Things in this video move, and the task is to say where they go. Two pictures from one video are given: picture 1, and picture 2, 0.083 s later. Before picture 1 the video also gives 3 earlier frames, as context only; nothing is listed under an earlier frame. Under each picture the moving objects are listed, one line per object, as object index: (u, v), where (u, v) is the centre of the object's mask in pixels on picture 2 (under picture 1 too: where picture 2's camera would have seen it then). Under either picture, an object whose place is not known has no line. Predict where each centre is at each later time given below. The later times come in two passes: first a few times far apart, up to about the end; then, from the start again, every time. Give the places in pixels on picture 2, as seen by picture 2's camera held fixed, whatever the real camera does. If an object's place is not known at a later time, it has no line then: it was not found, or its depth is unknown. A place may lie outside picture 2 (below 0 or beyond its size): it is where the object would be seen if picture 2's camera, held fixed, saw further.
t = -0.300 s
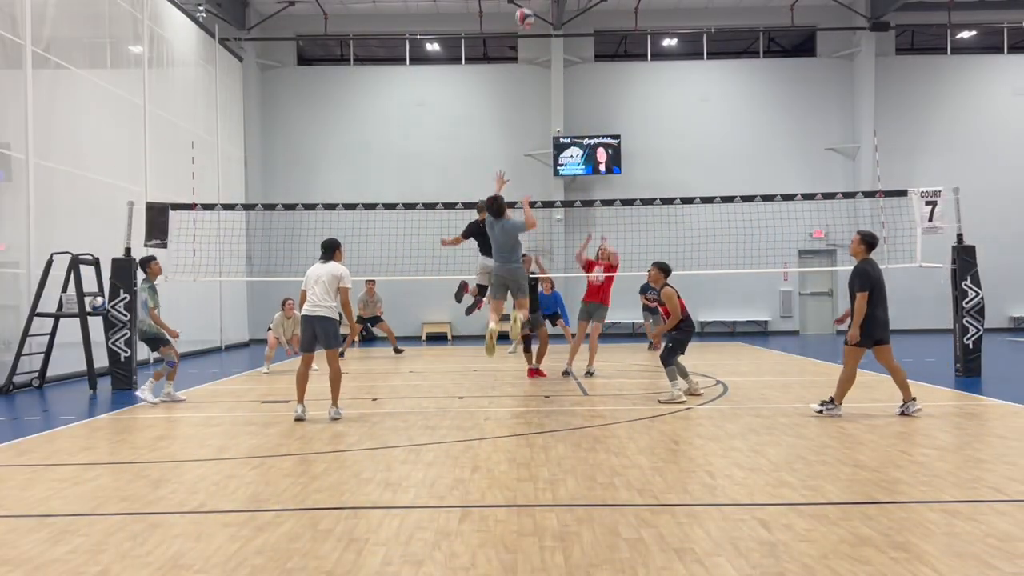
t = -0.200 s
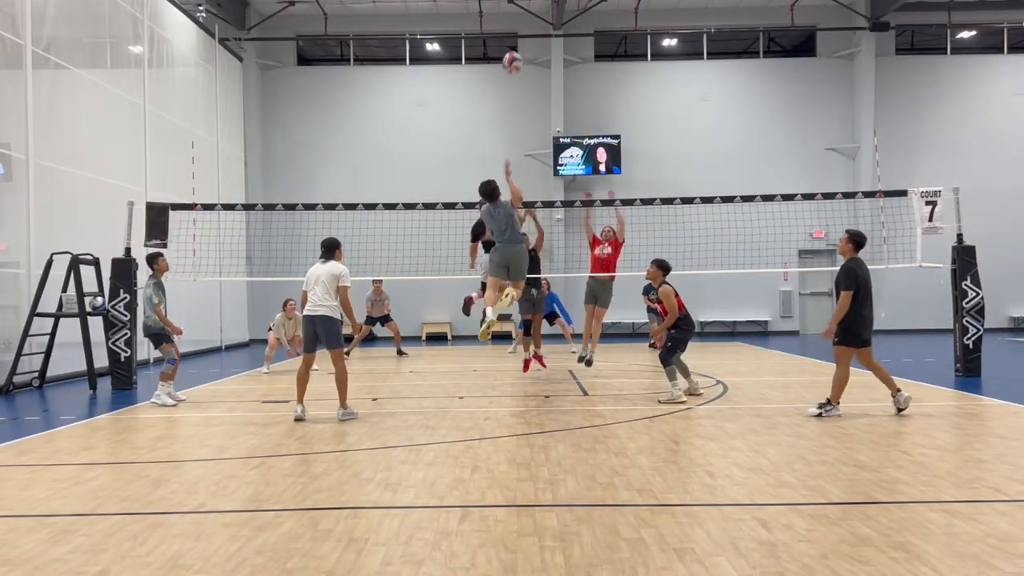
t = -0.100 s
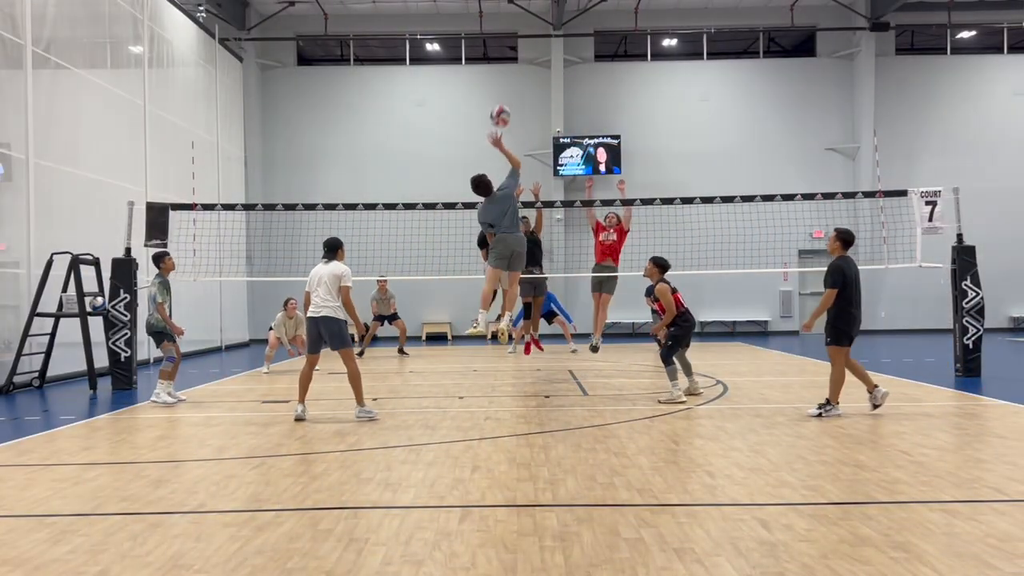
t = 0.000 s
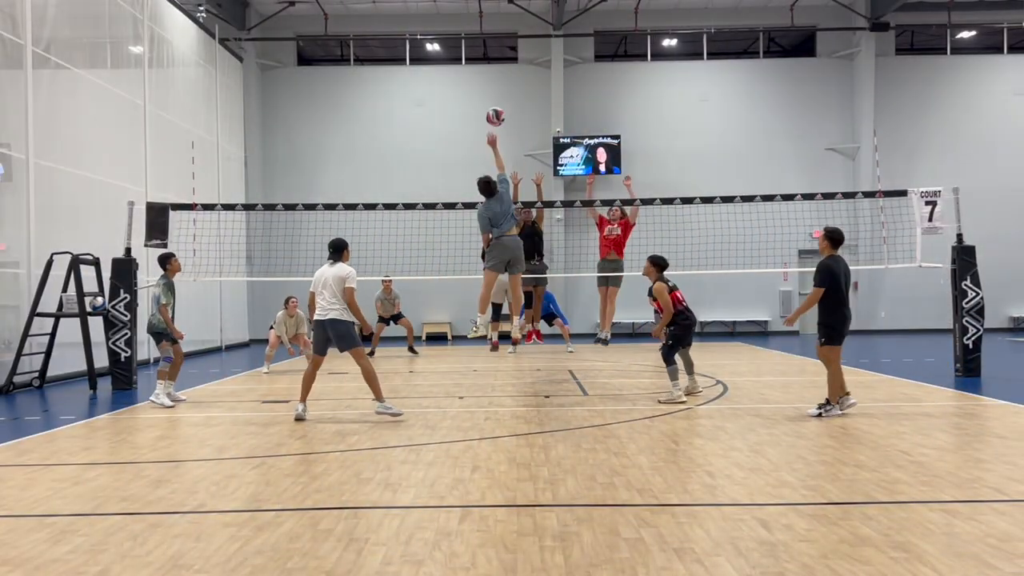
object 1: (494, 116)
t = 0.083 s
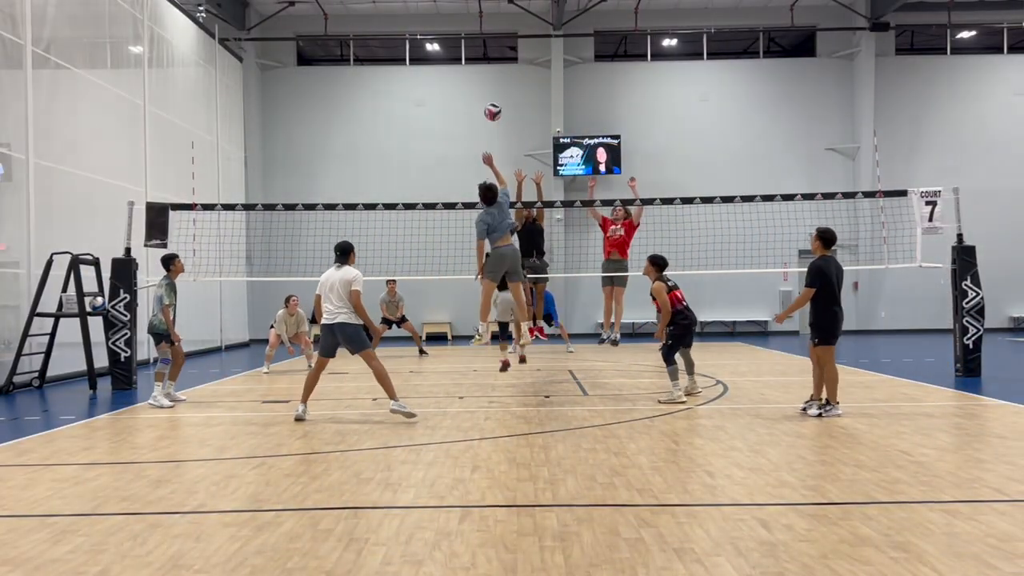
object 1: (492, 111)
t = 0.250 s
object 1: (490, 120)
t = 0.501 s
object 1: (489, 164)
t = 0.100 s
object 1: (492, 112)
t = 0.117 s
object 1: (491, 111)
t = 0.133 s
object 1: (491, 111)
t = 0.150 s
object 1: (491, 112)
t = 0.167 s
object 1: (491, 113)
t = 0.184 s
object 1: (491, 114)
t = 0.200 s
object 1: (490, 115)
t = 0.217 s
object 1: (490, 117)
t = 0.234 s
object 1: (491, 118)
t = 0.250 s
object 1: (490, 120)
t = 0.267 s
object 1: (490, 122)
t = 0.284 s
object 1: (489, 124)
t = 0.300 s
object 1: (489, 126)
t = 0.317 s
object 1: (490, 129)
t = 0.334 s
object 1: (490, 131)
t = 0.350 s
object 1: (490, 134)
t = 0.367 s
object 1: (490, 137)
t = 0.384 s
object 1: (489, 140)
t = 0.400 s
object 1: (489, 144)
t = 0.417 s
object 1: (490, 146)
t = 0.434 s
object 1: (489, 149)
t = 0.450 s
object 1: (489, 153)
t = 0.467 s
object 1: (489, 157)
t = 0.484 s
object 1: (489, 160)
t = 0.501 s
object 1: (489, 164)
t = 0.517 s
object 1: (489, 168)
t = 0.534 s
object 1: (489, 172)
